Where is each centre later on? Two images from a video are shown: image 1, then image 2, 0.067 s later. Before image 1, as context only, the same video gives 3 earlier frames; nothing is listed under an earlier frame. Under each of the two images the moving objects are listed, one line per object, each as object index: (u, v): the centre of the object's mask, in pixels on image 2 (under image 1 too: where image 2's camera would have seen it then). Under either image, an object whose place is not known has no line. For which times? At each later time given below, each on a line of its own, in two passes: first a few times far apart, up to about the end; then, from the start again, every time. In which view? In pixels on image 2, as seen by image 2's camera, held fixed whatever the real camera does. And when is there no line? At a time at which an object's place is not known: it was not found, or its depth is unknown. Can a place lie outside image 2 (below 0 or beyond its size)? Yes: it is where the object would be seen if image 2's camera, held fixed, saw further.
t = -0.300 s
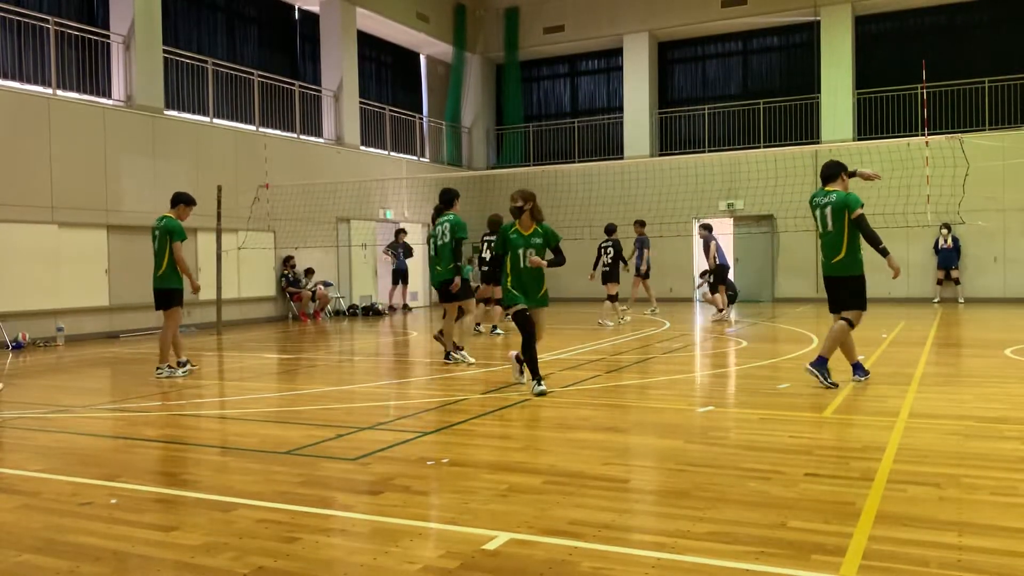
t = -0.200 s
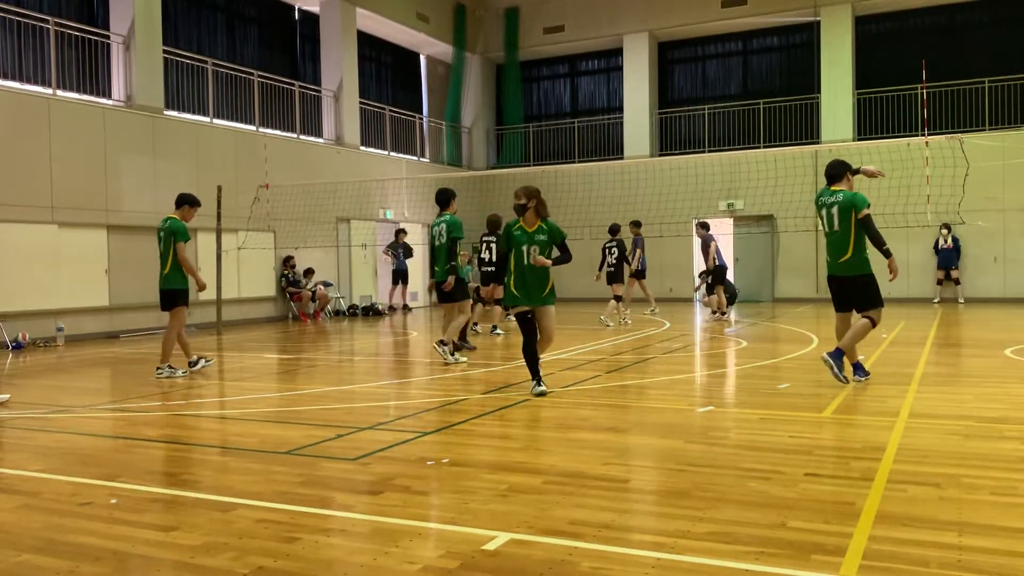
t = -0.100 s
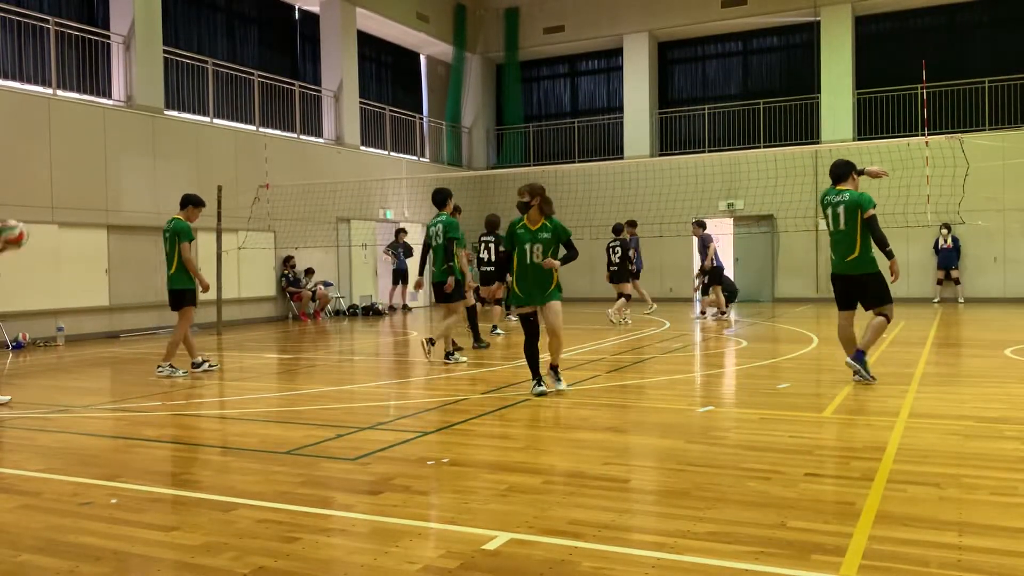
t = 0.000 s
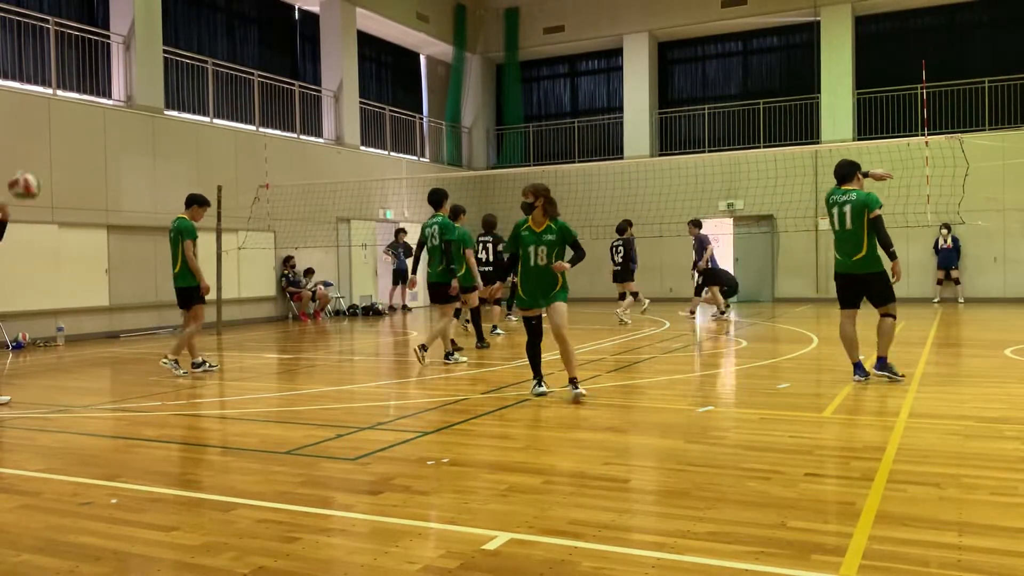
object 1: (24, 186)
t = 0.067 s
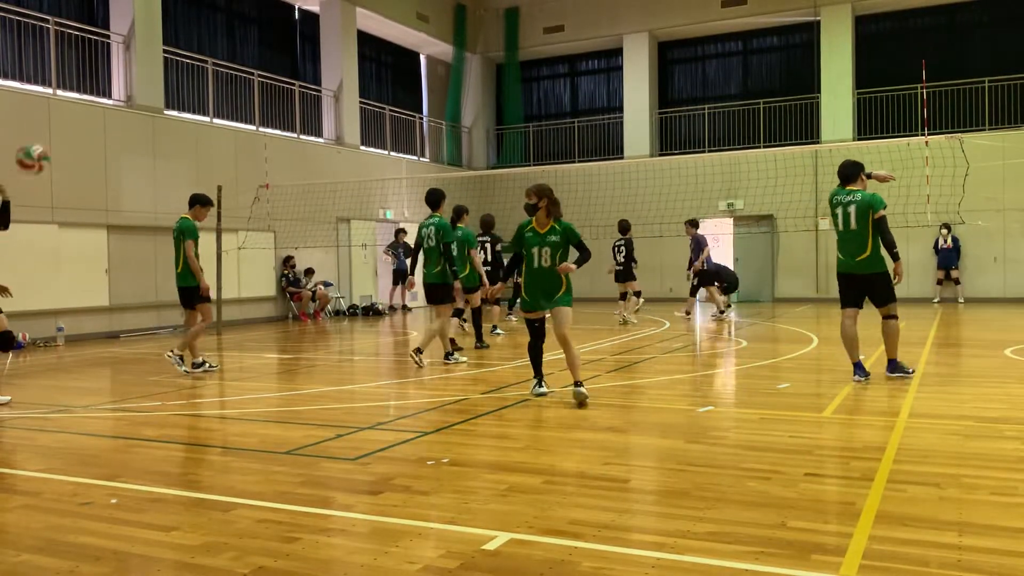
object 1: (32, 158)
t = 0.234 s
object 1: (53, 114)
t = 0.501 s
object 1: (94, 126)
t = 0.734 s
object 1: (135, 235)
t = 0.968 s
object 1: (183, 427)
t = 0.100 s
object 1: (36, 146)
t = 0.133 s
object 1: (40, 136)
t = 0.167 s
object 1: (44, 128)
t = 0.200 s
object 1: (50, 119)
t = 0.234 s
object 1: (53, 114)
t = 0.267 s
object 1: (57, 110)
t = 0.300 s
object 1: (62, 107)
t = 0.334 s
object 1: (67, 106)
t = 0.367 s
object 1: (72, 106)
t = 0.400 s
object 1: (78, 109)
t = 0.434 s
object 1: (83, 112)
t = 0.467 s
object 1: (88, 118)
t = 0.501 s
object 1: (94, 126)
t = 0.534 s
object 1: (99, 135)
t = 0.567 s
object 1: (105, 147)
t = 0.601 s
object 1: (112, 161)
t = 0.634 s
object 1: (117, 176)
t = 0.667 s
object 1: (123, 193)
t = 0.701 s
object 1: (129, 213)
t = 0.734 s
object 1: (135, 235)
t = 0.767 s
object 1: (143, 259)
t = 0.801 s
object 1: (150, 287)
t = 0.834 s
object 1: (155, 313)
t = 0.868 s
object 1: (164, 345)
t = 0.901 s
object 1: (171, 380)
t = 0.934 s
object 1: (177, 412)
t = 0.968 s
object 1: (183, 427)
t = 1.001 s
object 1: (187, 397)
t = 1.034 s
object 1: (191, 373)
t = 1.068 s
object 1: (195, 345)
